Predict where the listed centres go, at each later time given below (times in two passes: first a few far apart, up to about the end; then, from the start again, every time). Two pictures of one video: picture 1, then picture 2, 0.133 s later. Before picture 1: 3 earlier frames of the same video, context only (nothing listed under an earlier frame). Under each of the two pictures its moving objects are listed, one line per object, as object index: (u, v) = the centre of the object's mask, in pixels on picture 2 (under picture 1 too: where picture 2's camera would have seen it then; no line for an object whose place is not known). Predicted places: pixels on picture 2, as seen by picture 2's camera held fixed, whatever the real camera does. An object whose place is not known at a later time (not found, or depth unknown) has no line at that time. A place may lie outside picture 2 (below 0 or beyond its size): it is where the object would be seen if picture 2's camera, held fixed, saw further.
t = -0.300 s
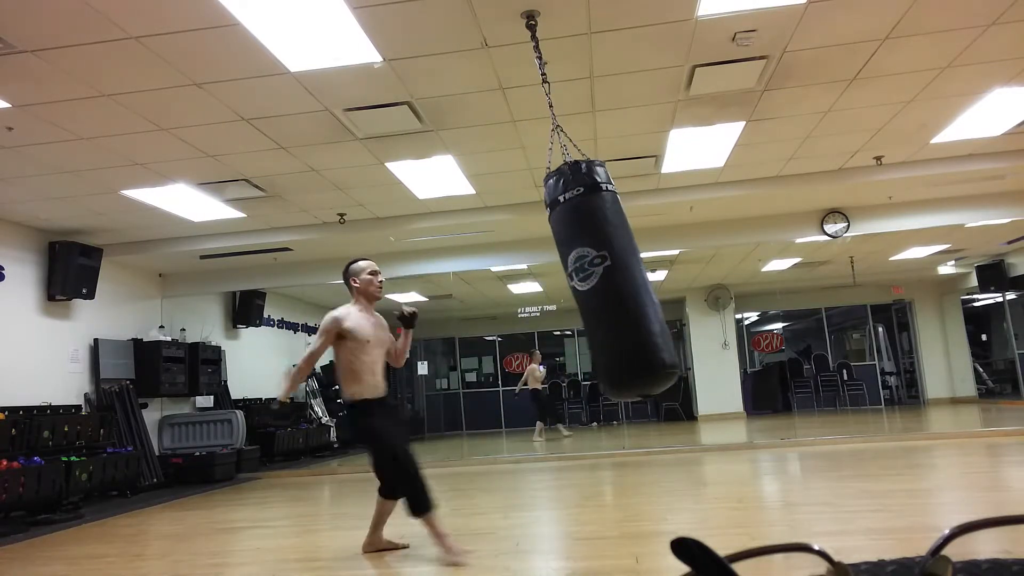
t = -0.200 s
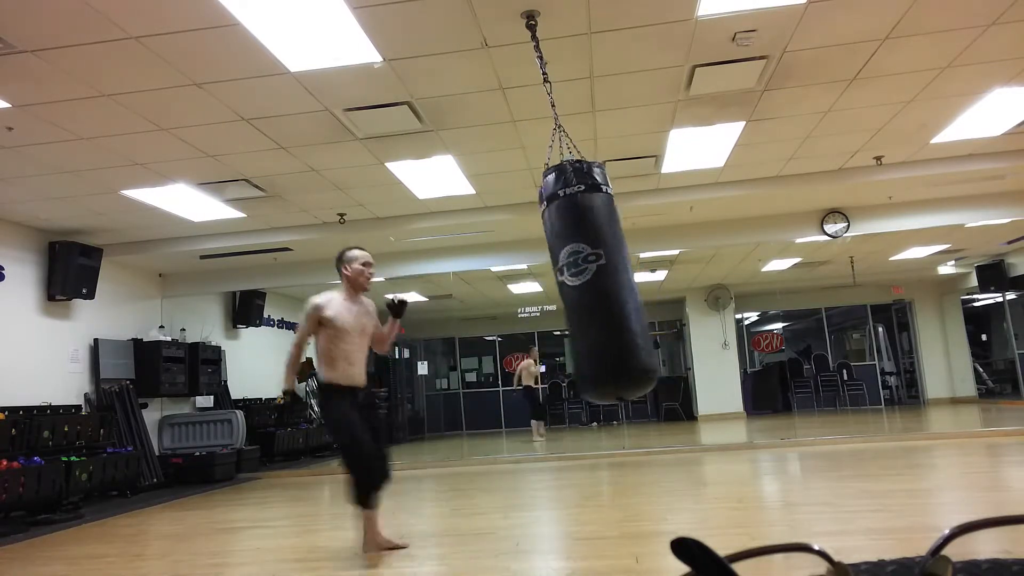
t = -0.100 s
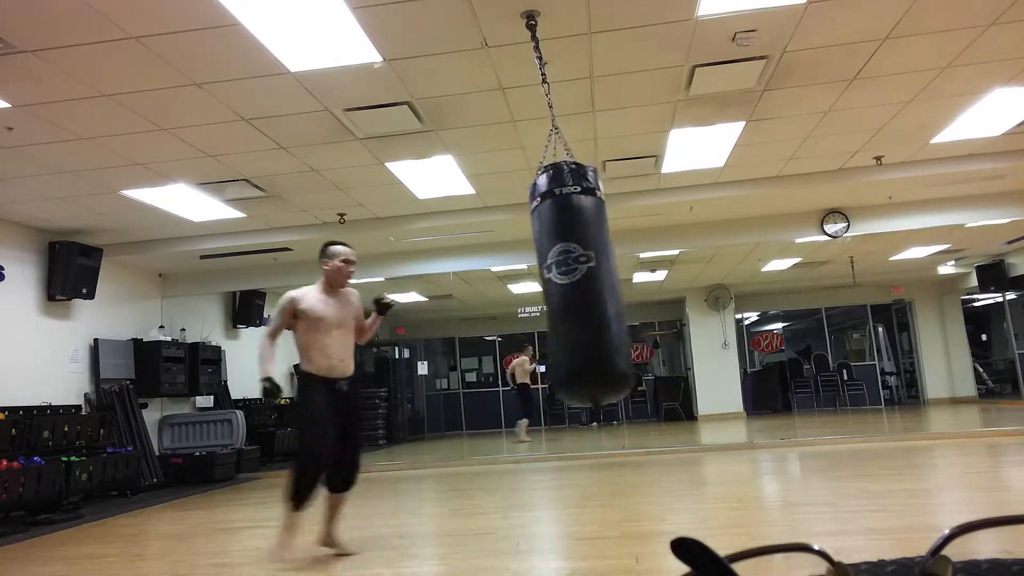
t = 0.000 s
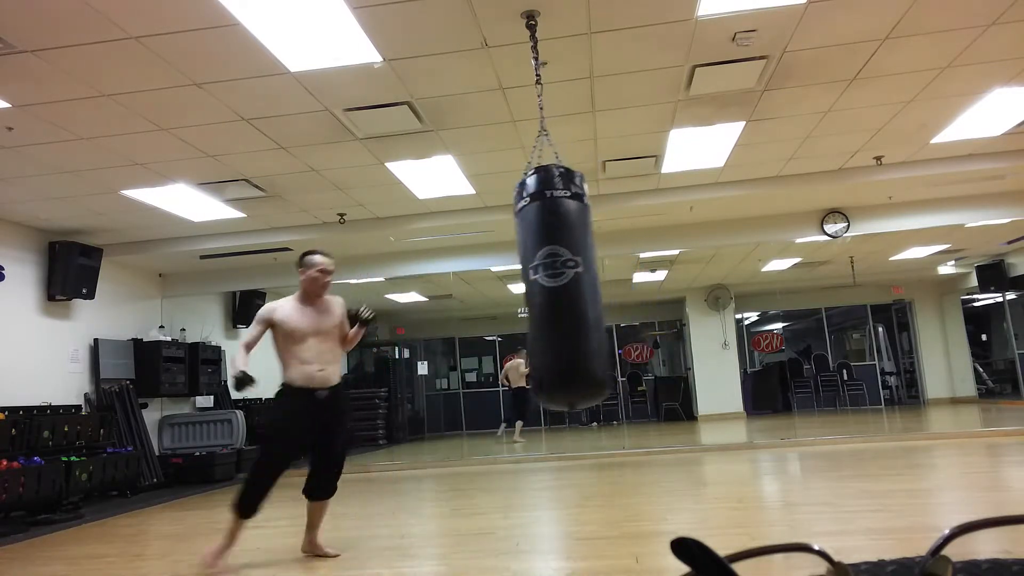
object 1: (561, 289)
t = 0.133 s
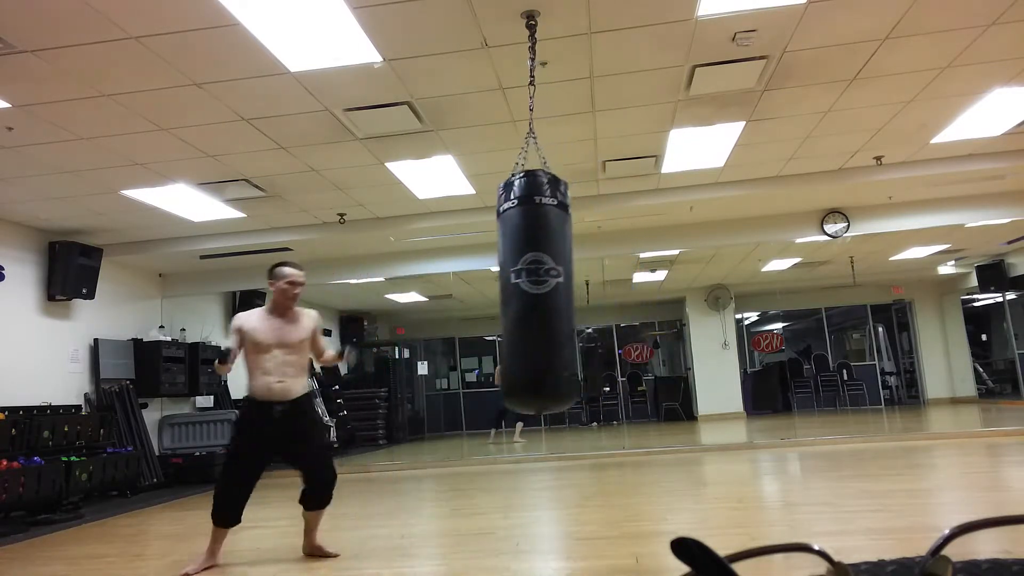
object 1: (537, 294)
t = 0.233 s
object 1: (521, 297)
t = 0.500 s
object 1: (493, 301)
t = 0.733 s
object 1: (493, 301)
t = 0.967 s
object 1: (509, 301)
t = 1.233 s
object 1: (543, 302)
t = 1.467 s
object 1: (576, 300)
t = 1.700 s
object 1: (605, 296)
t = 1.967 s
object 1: (618, 289)
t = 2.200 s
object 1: (607, 284)
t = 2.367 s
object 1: (585, 285)
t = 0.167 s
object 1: (531, 296)
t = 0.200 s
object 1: (525, 296)
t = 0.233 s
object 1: (521, 297)
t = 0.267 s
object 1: (516, 298)
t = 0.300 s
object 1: (512, 298)
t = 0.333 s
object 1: (508, 299)
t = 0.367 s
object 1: (504, 299)
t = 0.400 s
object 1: (501, 300)
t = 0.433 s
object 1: (498, 301)
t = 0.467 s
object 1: (495, 301)
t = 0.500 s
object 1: (493, 301)
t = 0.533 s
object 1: (492, 301)
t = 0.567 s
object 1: (491, 301)
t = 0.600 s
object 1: (490, 302)
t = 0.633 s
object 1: (490, 302)
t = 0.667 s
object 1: (491, 302)
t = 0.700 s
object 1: (492, 302)
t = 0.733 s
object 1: (493, 301)
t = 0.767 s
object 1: (494, 301)
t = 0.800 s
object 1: (496, 301)
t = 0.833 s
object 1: (498, 301)
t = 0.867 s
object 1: (500, 301)
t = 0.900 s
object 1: (503, 301)
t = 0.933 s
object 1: (506, 301)
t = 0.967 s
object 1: (509, 301)
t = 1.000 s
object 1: (512, 301)
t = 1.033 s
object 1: (516, 301)
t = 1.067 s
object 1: (520, 301)
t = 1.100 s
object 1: (525, 302)
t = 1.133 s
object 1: (529, 301)
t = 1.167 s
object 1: (533, 302)
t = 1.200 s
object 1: (538, 302)
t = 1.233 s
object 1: (543, 302)
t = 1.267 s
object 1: (548, 302)
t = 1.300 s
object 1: (552, 301)
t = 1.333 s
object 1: (559, 304)
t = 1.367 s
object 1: (562, 302)
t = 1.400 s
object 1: (566, 302)
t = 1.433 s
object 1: (571, 301)
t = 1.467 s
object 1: (576, 300)
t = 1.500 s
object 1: (580, 300)
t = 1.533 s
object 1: (585, 299)
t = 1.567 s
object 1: (590, 299)
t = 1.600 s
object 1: (594, 299)
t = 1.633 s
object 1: (598, 298)
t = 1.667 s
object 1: (602, 297)
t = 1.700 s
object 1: (605, 296)
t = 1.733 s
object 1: (608, 294)
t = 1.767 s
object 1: (611, 295)
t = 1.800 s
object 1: (613, 294)
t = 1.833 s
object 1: (615, 293)
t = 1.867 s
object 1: (617, 292)
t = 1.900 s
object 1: (618, 291)
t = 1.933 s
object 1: (618, 290)
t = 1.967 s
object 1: (618, 289)
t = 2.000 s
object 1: (618, 288)
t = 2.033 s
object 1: (618, 287)
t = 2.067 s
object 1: (617, 286)
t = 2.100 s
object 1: (615, 285)
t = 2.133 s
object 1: (613, 284)
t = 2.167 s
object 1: (611, 284)
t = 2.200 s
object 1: (607, 284)
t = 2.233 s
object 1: (604, 284)
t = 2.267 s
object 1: (600, 284)
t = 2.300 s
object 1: (596, 285)
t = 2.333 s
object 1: (591, 285)
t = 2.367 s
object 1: (585, 285)
